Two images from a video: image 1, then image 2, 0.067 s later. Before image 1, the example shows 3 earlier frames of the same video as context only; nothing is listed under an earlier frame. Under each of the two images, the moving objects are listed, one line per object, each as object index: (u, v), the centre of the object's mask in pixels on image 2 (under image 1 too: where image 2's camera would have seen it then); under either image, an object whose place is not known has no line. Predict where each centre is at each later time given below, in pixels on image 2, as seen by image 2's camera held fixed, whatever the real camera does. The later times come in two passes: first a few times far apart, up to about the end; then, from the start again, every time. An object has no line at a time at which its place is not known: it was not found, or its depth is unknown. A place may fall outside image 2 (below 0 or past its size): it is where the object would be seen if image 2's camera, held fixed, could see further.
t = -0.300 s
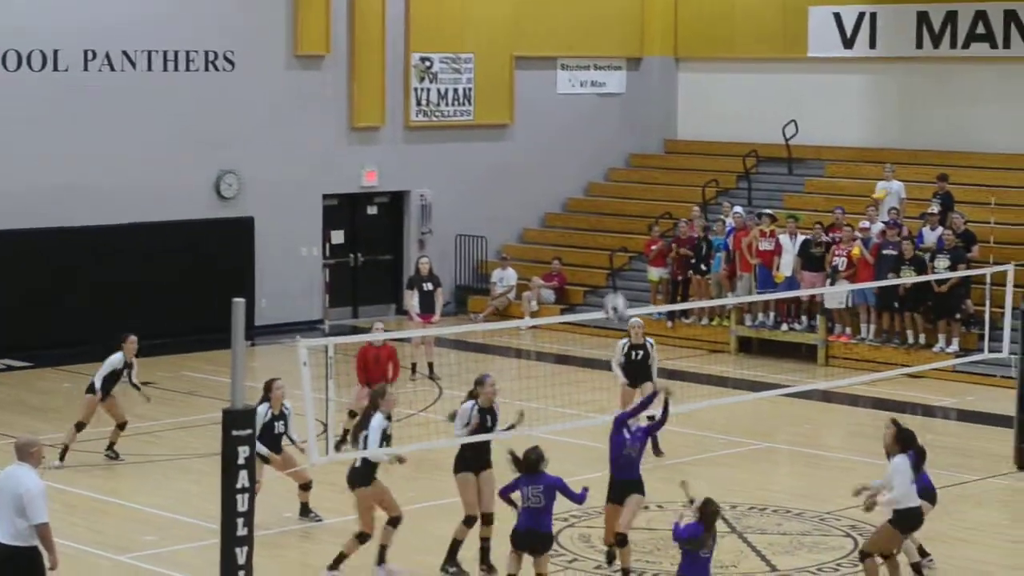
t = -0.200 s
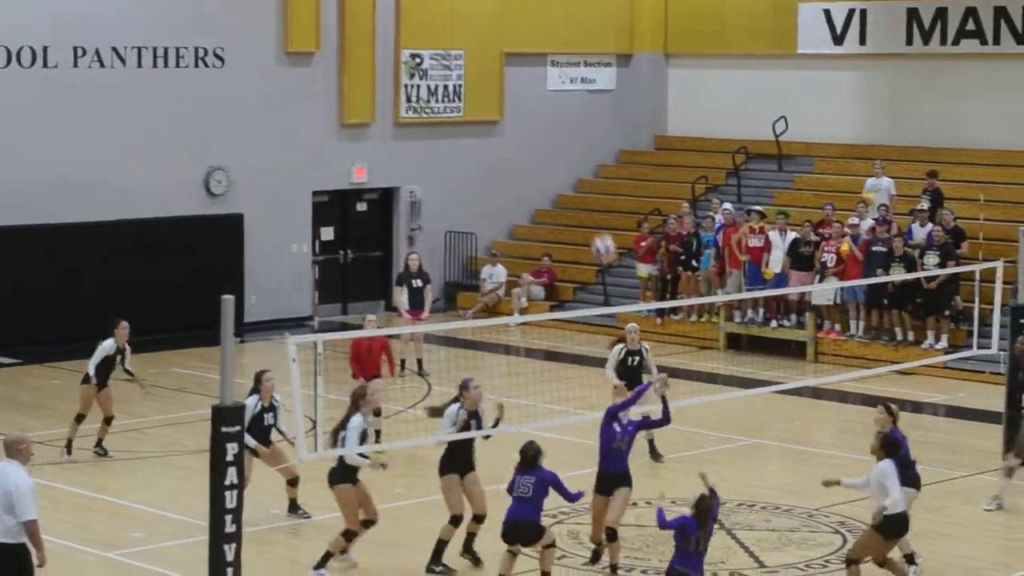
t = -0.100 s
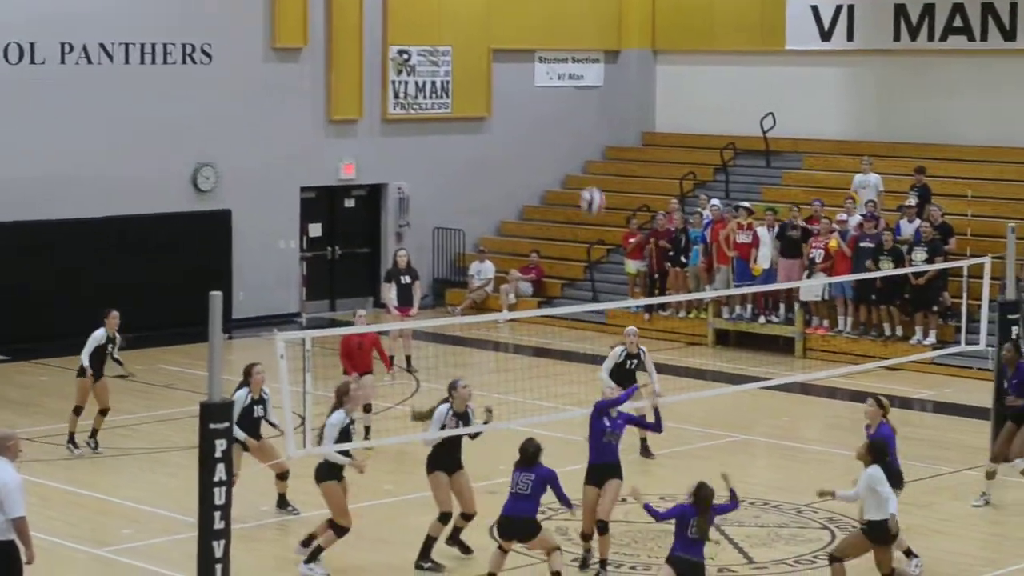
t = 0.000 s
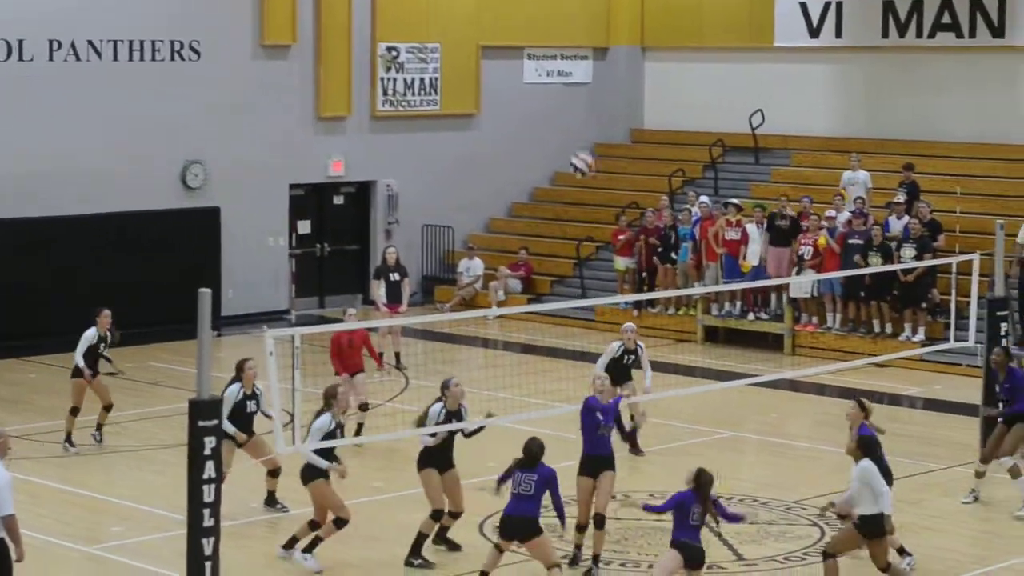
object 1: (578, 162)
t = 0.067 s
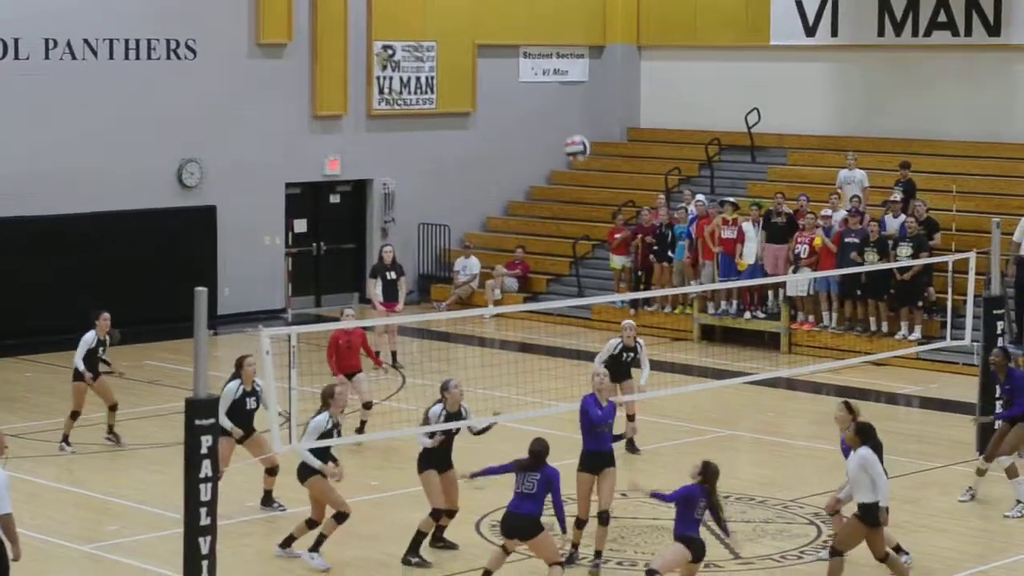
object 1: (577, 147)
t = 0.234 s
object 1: (576, 131)
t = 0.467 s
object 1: (574, 160)
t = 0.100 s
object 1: (576, 141)
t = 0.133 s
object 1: (575, 136)
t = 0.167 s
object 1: (575, 134)
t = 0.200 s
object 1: (575, 132)
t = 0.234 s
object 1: (576, 131)
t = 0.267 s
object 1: (575, 131)
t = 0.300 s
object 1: (575, 133)
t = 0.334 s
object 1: (574, 135)
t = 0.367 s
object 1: (572, 140)
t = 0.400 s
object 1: (574, 146)
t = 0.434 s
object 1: (575, 152)
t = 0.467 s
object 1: (574, 160)
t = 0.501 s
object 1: (573, 171)
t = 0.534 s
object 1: (574, 181)
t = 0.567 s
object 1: (573, 193)
